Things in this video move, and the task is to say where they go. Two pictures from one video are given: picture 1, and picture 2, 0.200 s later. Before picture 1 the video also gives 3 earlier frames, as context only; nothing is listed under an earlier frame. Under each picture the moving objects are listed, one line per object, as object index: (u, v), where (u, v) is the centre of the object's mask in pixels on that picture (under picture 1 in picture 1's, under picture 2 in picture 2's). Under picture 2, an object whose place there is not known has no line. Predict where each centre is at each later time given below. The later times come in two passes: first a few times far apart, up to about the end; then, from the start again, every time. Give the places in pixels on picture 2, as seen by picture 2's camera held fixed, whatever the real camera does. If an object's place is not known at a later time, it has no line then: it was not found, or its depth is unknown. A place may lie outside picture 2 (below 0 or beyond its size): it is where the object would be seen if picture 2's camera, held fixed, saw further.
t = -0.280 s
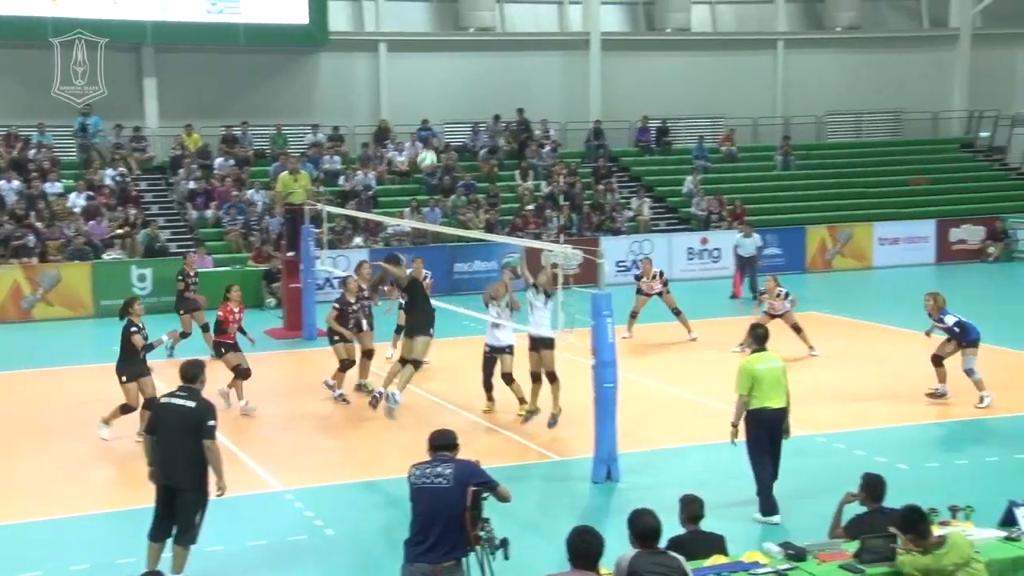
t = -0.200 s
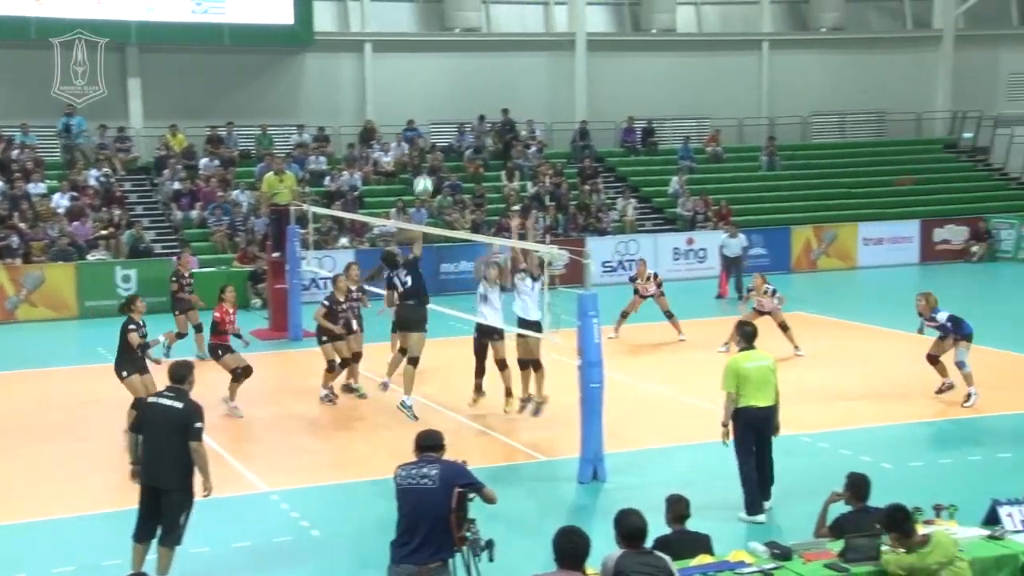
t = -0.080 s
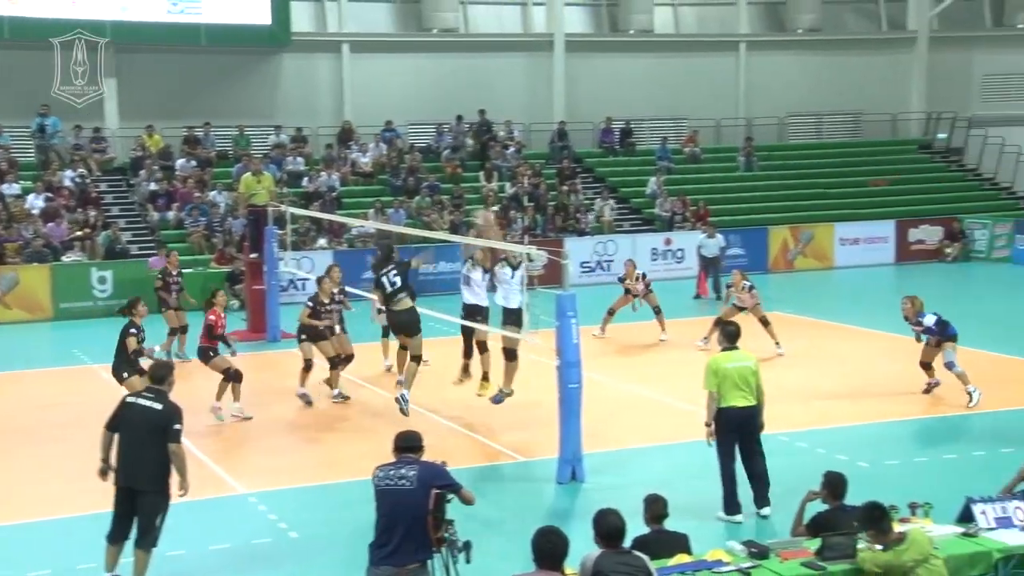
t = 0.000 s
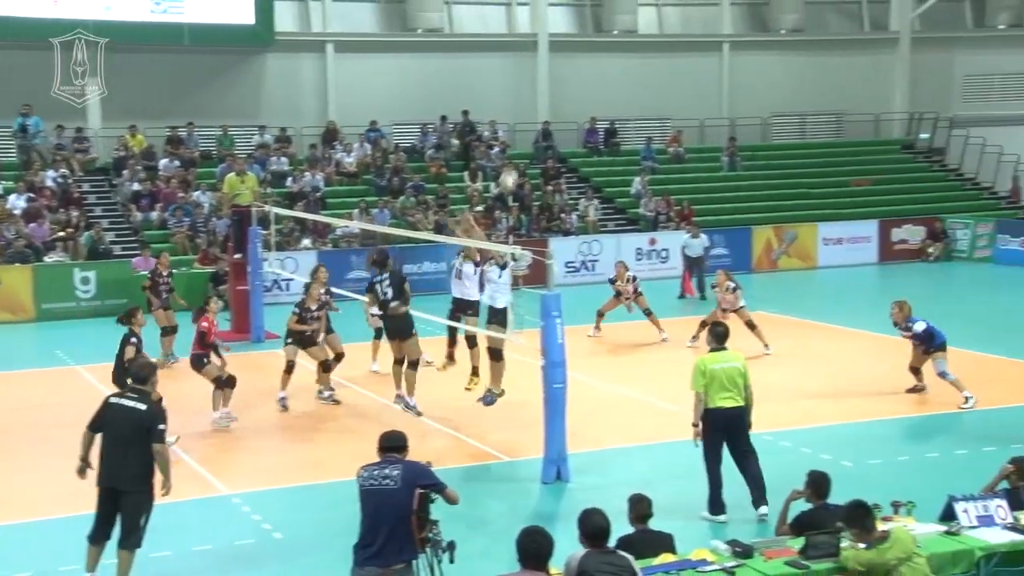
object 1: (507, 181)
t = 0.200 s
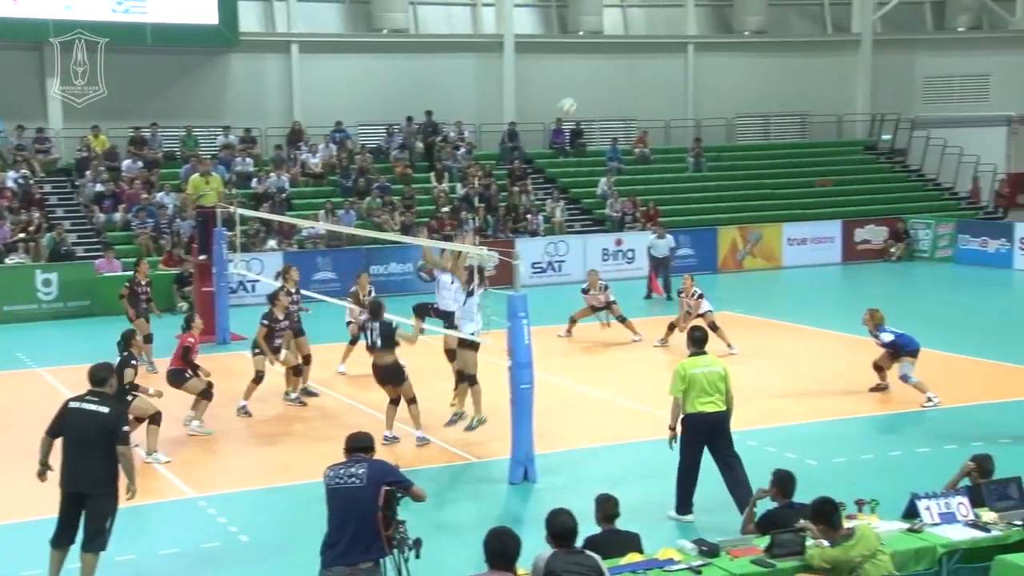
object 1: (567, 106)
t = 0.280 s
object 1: (602, 88)
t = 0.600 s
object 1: (723, 76)
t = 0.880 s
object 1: (812, 132)
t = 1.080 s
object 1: (866, 202)
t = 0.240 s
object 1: (585, 96)
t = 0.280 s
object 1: (602, 88)
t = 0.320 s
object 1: (618, 82)
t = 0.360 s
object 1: (633, 77)
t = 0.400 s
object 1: (650, 74)
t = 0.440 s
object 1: (665, 71)
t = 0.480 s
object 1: (680, 70)
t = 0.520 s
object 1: (695, 71)
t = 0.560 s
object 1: (709, 73)
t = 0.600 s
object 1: (723, 76)
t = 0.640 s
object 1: (737, 80)
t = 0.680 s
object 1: (750, 86)
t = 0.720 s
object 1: (763, 92)
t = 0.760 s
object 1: (775, 101)
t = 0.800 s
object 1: (787, 110)
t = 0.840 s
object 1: (800, 120)
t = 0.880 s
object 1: (812, 132)
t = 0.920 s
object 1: (823, 144)
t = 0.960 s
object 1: (834, 158)
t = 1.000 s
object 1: (845, 172)
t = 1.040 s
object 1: (856, 187)
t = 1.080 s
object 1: (866, 202)
